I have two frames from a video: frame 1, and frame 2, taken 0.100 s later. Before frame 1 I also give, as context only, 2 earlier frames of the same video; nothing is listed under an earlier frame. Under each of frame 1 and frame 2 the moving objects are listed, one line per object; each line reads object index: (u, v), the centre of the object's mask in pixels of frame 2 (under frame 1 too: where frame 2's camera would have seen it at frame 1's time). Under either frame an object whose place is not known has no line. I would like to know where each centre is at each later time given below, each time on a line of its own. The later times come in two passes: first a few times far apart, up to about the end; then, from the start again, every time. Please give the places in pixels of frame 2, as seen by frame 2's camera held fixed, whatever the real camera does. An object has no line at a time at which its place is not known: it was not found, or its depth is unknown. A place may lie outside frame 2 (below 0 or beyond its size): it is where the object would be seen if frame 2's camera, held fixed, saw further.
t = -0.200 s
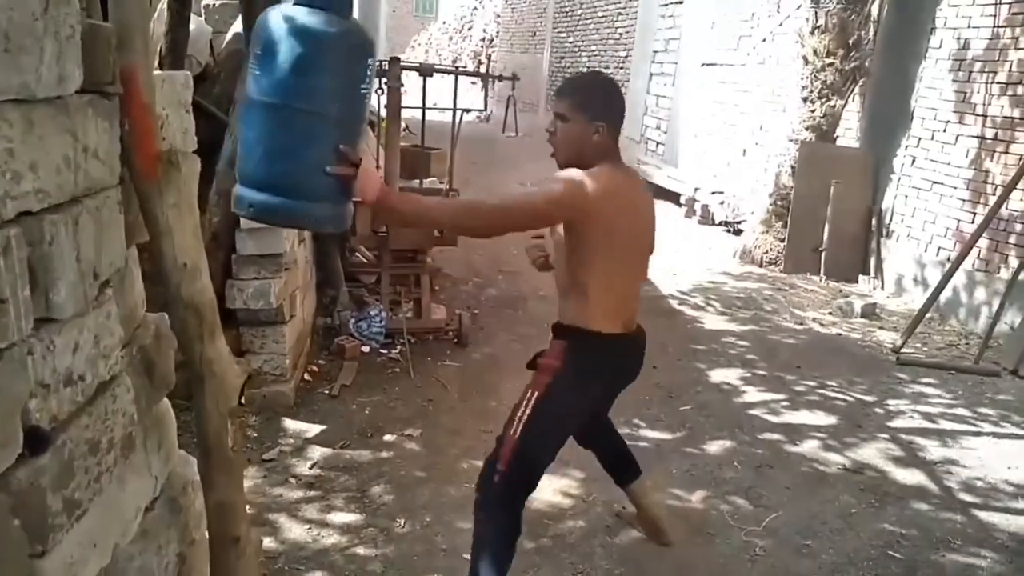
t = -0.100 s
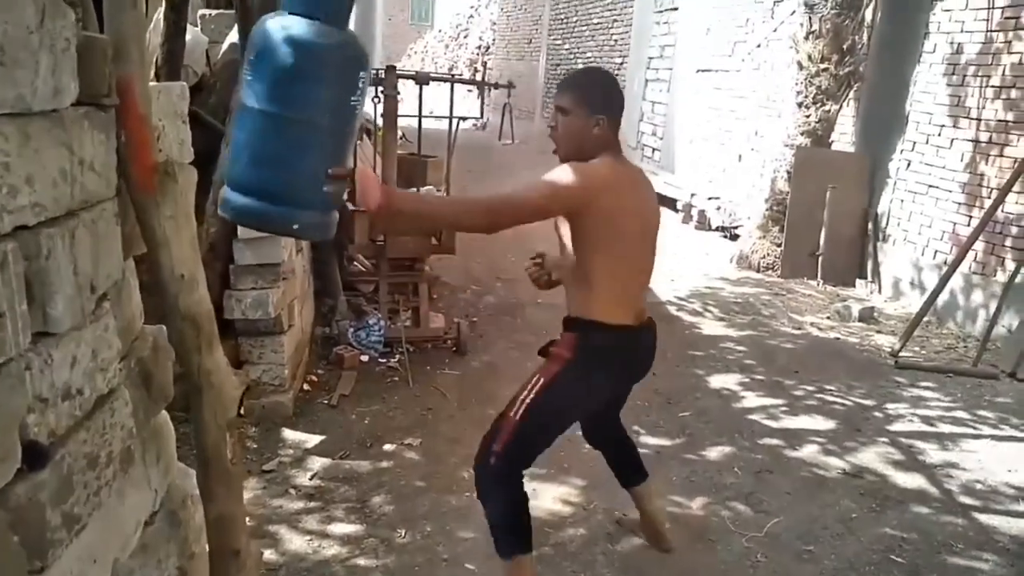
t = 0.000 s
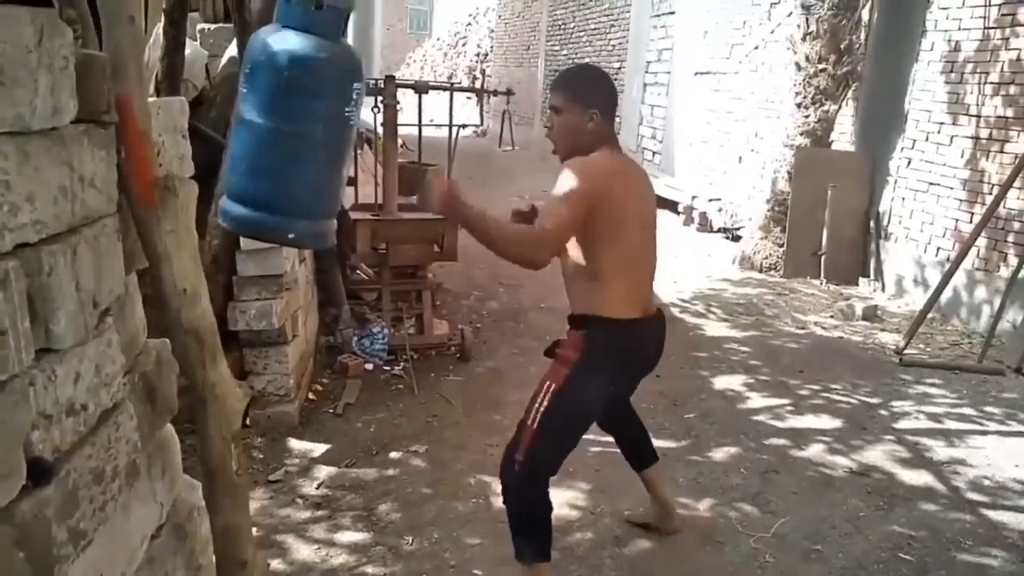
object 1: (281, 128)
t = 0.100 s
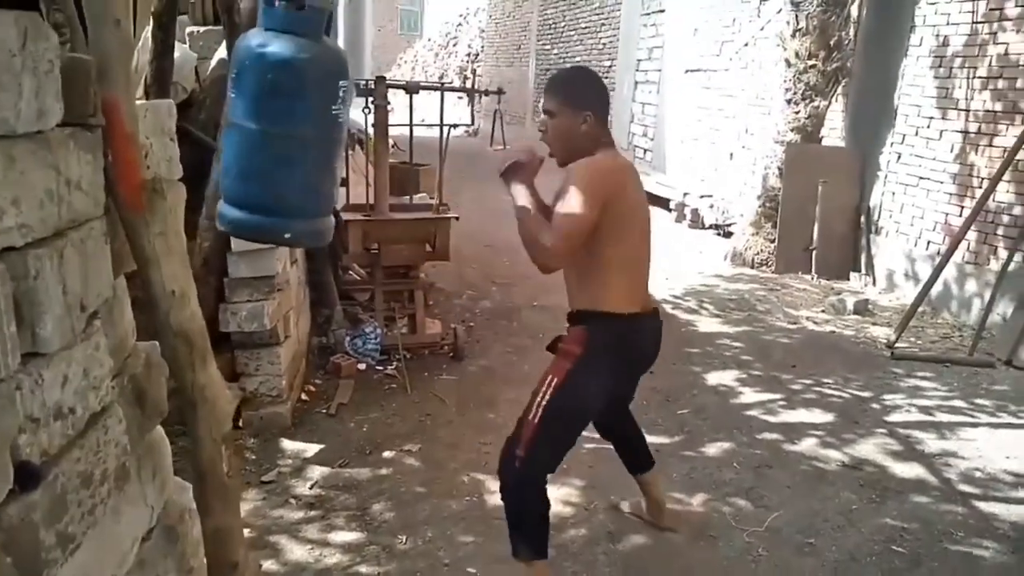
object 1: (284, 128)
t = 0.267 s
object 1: (299, 128)
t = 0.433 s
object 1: (325, 132)
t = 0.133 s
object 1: (285, 129)
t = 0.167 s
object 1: (289, 129)
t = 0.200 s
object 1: (291, 128)
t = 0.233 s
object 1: (295, 128)
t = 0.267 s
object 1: (299, 128)
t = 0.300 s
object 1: (302, 130)
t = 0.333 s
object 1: (307, 131)
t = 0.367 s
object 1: (313, 130)
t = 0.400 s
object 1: (319, 131)
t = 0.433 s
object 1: (325, 132)
